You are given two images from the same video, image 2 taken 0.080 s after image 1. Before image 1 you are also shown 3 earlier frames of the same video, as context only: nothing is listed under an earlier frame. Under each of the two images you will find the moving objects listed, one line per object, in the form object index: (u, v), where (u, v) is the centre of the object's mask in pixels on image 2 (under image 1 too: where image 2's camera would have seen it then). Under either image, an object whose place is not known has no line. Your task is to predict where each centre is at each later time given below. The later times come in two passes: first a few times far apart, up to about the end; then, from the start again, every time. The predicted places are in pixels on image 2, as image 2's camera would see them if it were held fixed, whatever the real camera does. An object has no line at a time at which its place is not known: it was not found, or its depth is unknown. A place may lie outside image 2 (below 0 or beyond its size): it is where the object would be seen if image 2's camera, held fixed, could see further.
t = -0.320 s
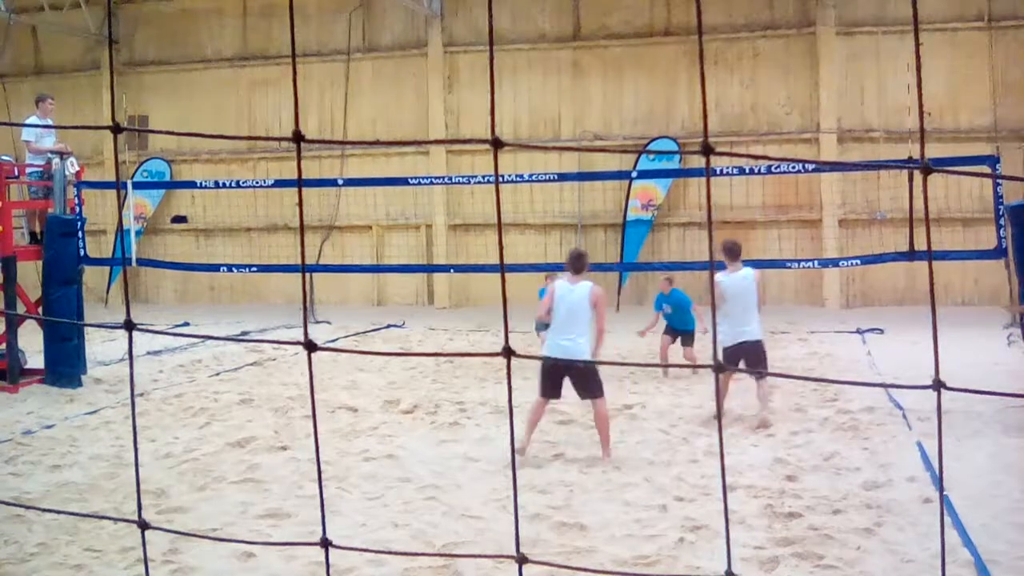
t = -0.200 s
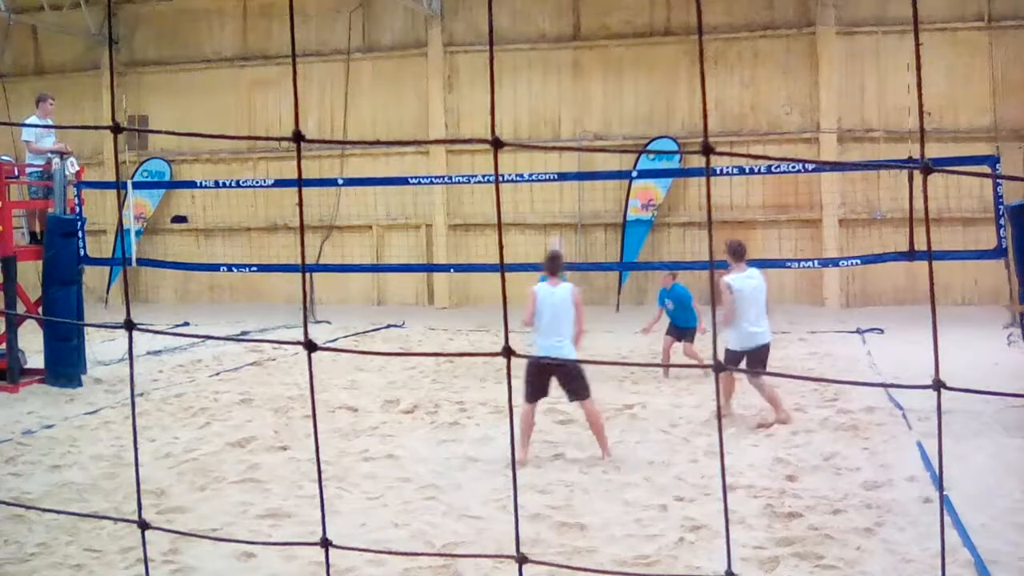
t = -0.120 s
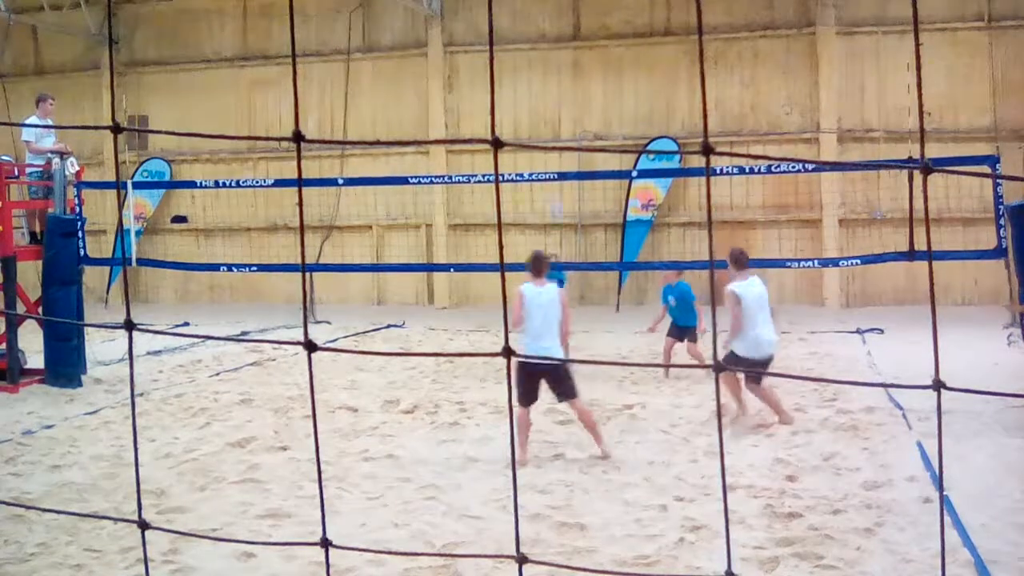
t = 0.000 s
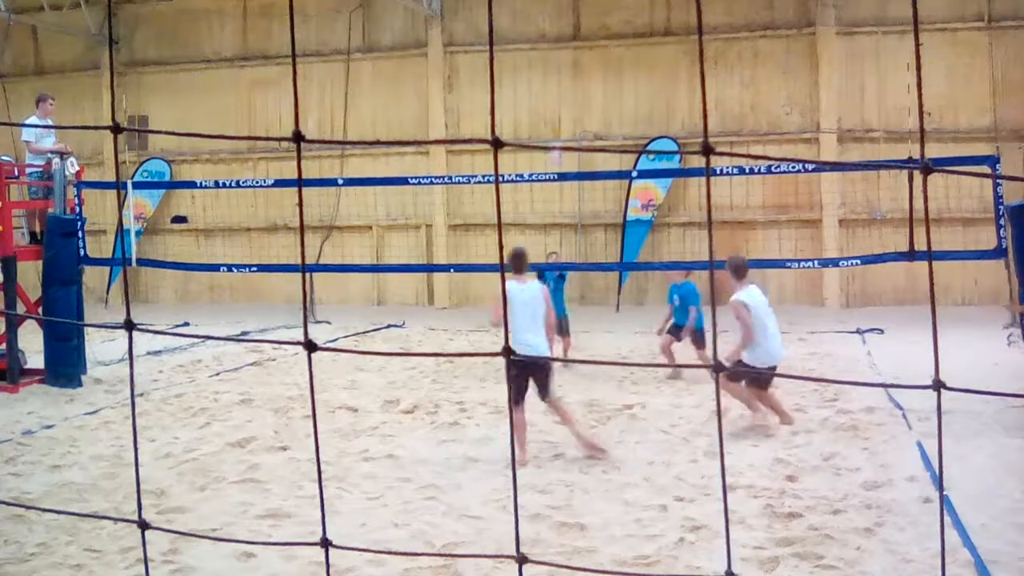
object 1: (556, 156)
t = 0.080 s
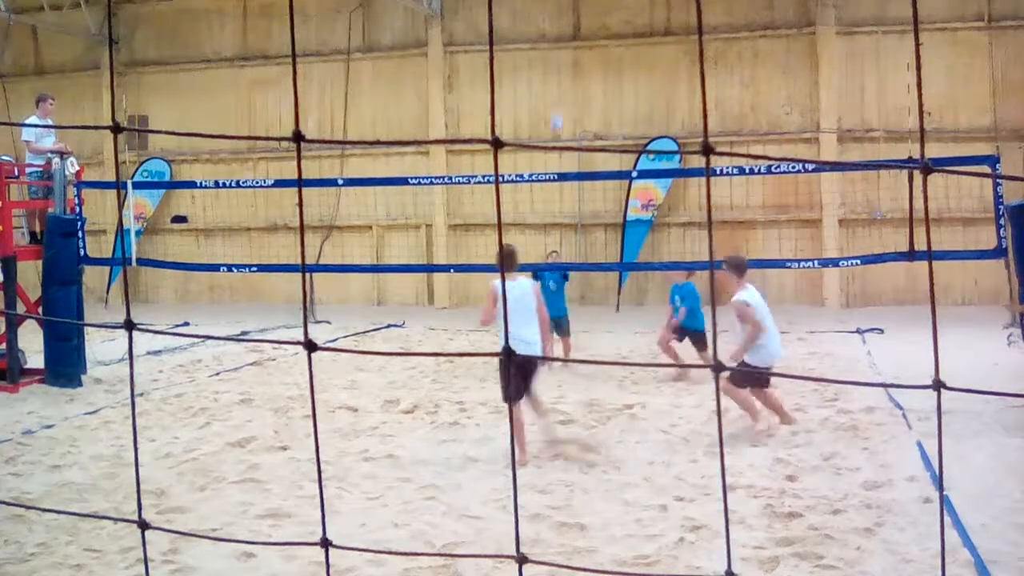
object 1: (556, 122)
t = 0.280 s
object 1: (556, 67)
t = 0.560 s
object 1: (561, 45)
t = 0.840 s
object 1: (565, 80)
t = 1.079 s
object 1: (568, 161)
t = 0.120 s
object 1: (557, 109)
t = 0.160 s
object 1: (557, 96)
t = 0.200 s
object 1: (556, 85)
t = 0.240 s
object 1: (556, 75)
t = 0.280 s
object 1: (556, 67)
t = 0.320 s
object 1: (557, 60)
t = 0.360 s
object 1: (559, 54)
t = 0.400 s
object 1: (559, 49)
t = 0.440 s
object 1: (560, 47)
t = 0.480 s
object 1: (560, 46)
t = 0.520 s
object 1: (561, 45)
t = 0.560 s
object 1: (561, 45)
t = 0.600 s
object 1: (561, 46)
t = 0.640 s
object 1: (561, 48)
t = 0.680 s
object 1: (562, 51)
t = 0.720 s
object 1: (562, 55)
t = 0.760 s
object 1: (563, 62)
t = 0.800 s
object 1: (564, 71)
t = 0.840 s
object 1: (565, 80)
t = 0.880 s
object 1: (566, 90)
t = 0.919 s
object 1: (566, 105)
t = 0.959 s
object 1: (566, 116)
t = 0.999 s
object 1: (566, 131)
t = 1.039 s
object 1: (566, 150)
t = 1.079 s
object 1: (568, 161)
